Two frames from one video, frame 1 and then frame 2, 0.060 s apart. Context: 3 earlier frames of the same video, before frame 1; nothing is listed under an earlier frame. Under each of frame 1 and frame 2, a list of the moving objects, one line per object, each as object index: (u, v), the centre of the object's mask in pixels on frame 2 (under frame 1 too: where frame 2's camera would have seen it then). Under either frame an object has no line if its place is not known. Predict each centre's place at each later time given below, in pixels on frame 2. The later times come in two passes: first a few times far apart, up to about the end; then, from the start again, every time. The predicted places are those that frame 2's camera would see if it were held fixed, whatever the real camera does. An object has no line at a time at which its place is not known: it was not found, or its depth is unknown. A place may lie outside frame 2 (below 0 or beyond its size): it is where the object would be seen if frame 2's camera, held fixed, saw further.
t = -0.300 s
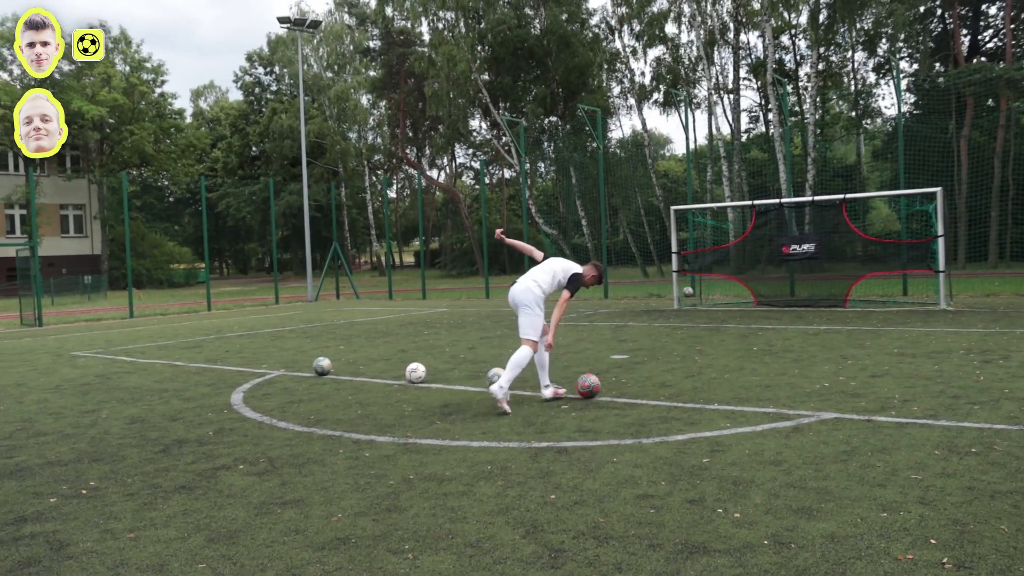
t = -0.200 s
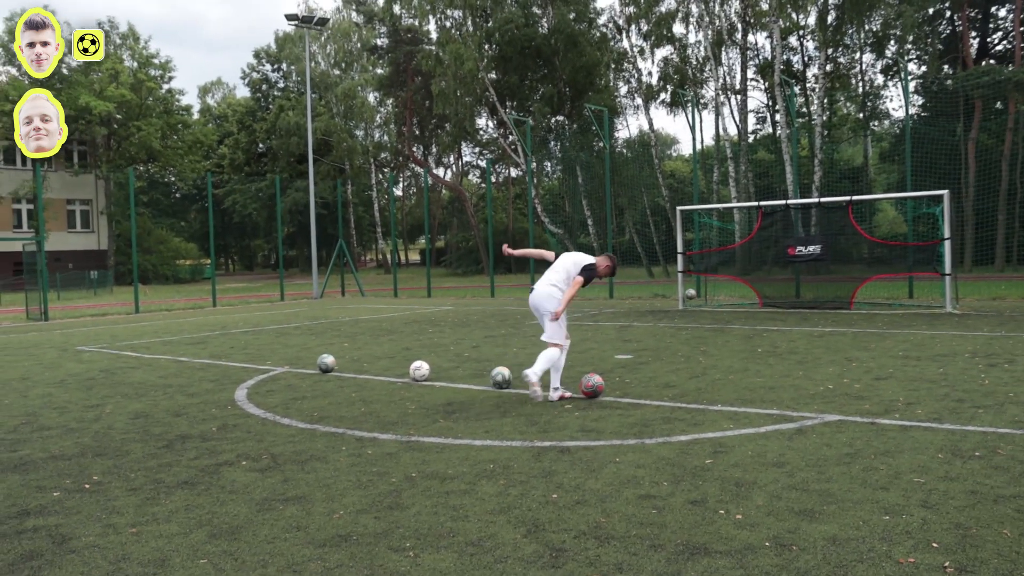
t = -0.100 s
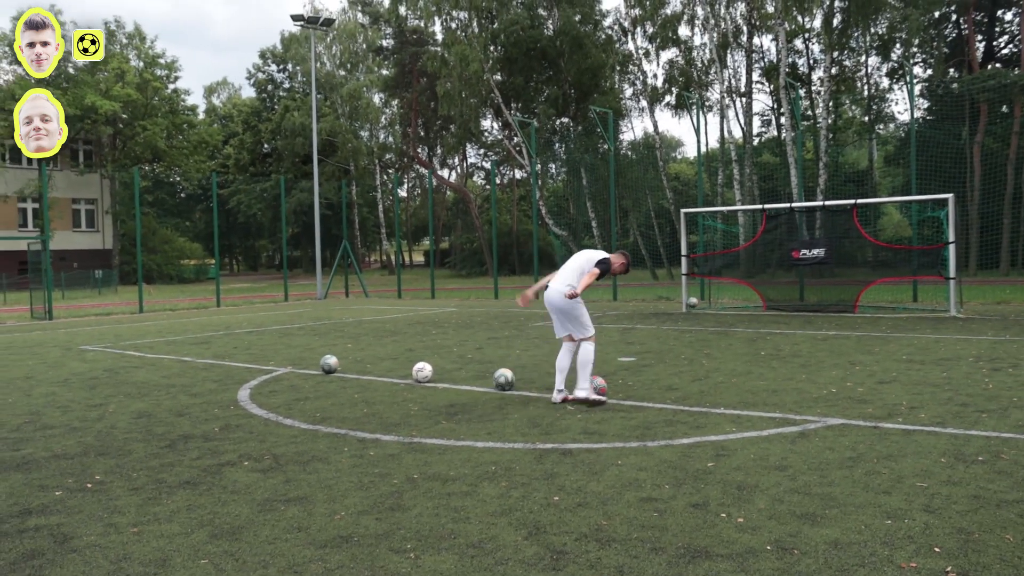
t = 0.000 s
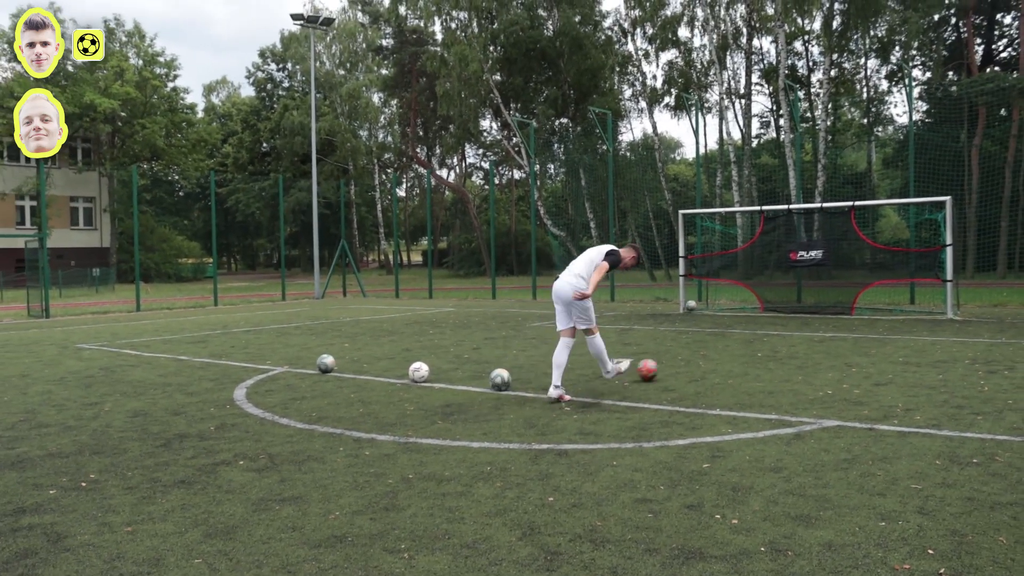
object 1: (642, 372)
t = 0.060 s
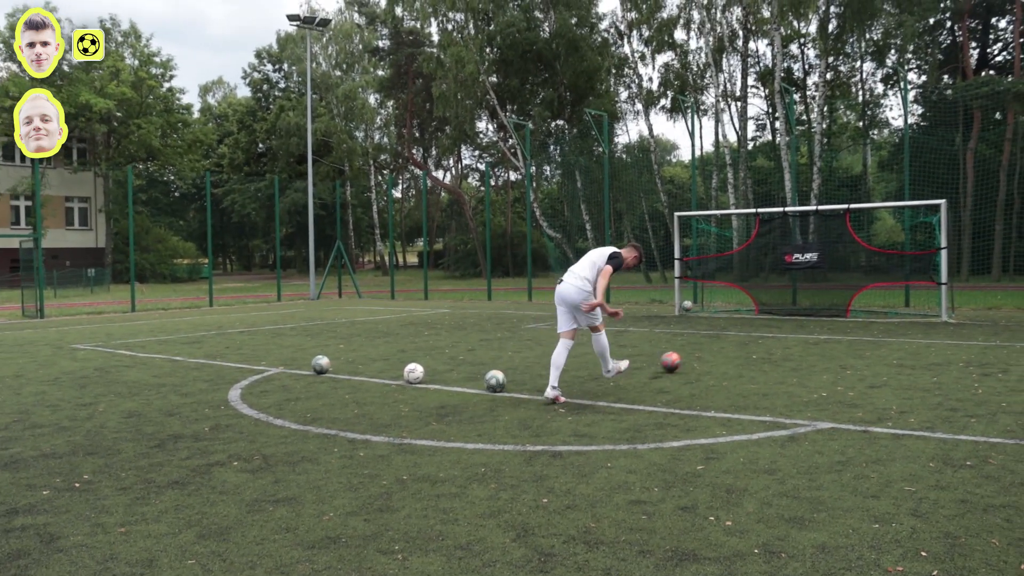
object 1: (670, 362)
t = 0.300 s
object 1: (742, 335)
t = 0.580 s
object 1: (786, 320)
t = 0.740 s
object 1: (802, 315)
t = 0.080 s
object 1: (678, 359)
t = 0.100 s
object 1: (686, 356)
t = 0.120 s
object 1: (693, 354)
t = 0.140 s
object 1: (700, 352)
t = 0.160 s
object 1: (707, 351)
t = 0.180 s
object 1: (713, 349)
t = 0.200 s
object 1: (719, 346)
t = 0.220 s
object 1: (724, 343)
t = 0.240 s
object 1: (728, 341)
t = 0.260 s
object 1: (733, 339)
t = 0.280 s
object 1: (738, 337)
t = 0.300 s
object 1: (742, 335)
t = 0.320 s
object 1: (747, 334)
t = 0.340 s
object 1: (751, 334)
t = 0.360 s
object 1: (755, 333)
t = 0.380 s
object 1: (758, 333)
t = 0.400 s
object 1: (762, 332)
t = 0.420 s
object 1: (765, 330)
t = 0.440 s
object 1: (768, 327)
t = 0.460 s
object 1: (771, 325)
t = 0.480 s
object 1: (773, 324)
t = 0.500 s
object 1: (776, 323)
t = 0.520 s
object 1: (779, 322)
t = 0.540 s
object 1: (781, 321)
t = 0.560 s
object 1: (784, 321)
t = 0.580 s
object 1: (786, 320)
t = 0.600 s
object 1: (789, 321)
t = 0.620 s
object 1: (791, 321)
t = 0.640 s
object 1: (793, 321)
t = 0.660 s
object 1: (795, 320)
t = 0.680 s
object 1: (797, 318)
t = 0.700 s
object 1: (798, 316)
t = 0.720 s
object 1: (800, 315)
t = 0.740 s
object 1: (802, 315)
